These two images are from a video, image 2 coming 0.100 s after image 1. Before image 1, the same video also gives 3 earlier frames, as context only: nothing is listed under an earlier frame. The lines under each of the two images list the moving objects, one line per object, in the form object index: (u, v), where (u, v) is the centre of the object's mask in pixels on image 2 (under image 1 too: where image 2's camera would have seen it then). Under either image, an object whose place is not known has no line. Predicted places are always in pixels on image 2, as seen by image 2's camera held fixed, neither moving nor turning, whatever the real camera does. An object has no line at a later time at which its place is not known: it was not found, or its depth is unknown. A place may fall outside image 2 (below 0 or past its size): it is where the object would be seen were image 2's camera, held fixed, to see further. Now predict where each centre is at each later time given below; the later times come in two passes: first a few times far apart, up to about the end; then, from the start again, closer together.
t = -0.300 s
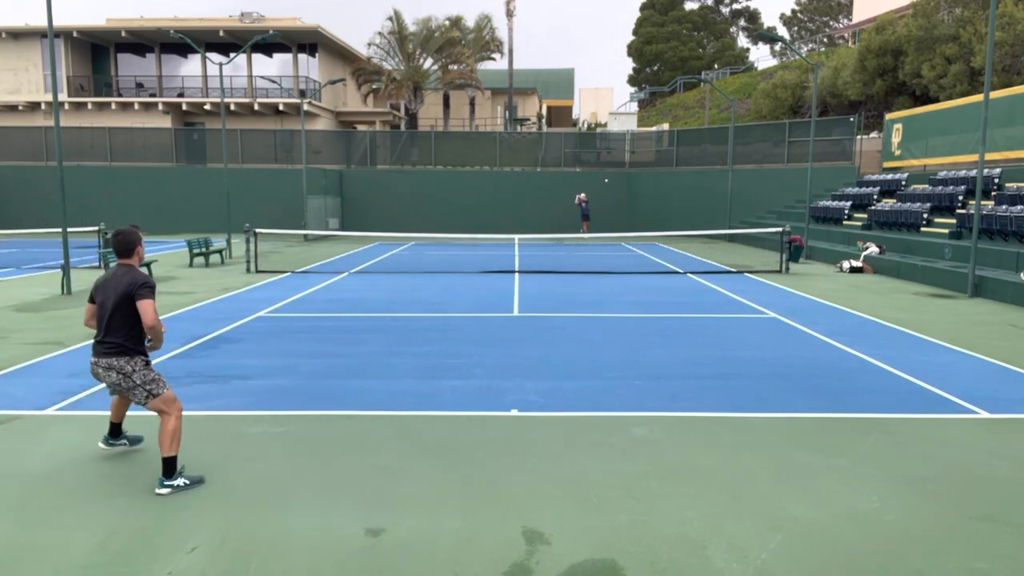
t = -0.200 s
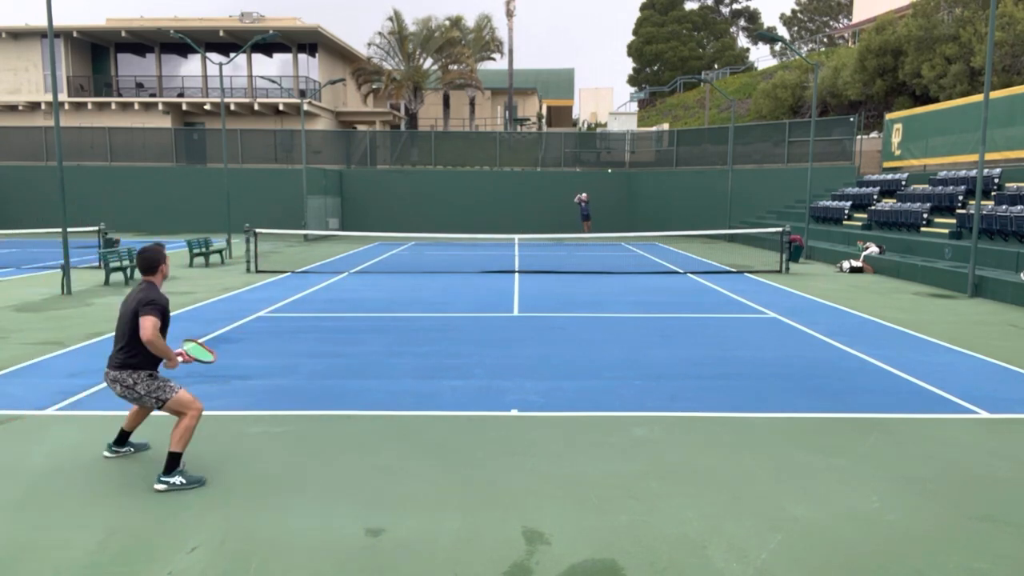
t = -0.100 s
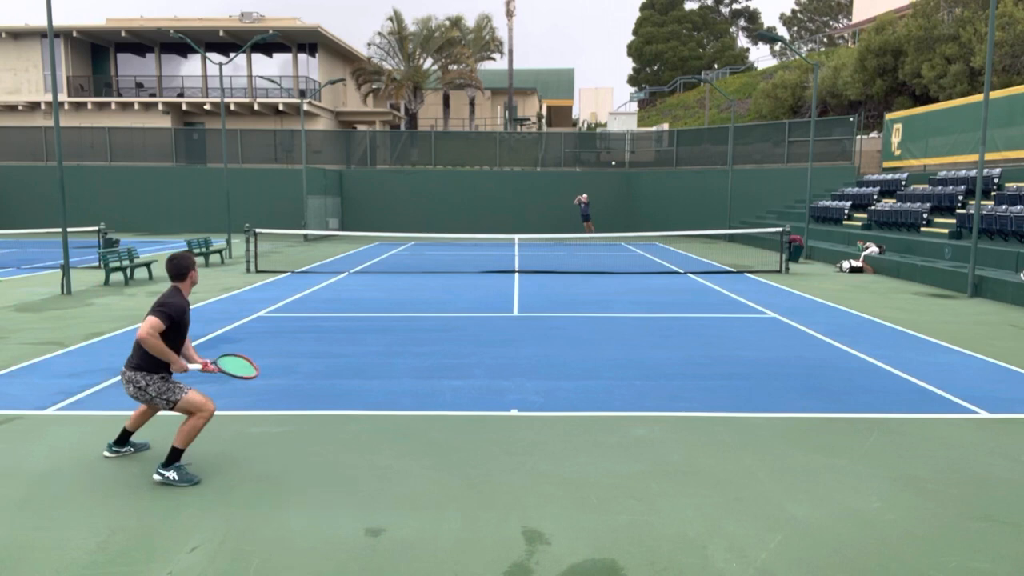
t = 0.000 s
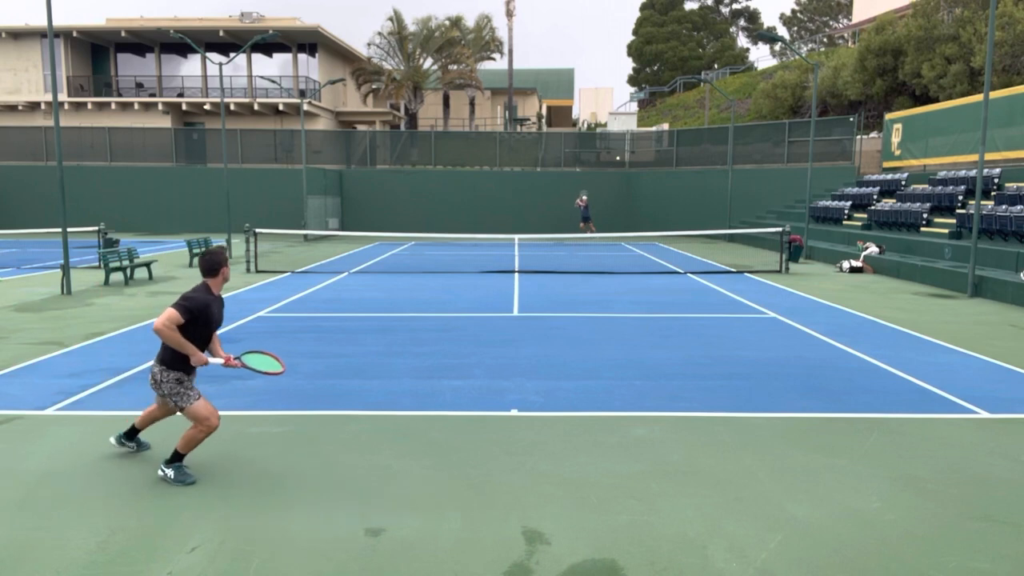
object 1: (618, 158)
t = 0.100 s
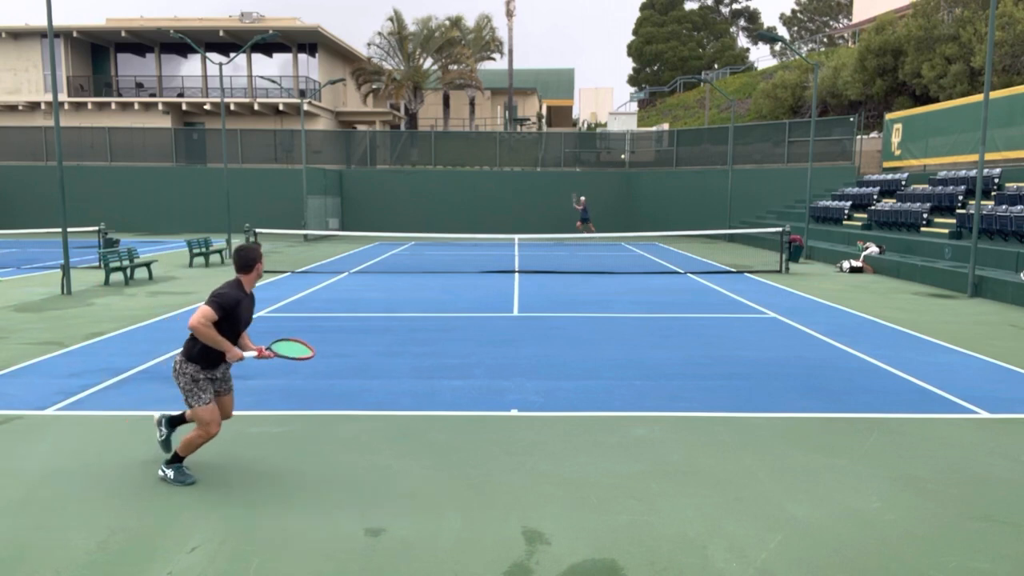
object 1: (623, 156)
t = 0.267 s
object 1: (632, 163)
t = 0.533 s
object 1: (654, 206)
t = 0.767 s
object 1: (680, 294)
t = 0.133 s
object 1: (624, 157)
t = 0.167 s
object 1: (626, 158)
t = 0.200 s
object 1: (628, 159)
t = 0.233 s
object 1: (630, 160)
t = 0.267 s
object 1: (632, 163)
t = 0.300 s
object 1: (634, 166)
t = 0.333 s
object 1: (637, 169)
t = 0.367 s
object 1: (639, 173)
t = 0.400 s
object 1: (642, 178)
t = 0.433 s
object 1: (645, 184)
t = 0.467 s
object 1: (648, 190)
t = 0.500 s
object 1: (651, 198)
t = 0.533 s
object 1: (654, 206)
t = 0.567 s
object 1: (657, 215)
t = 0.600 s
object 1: (660, 225)
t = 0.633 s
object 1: (664, 237)
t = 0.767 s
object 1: (680, 294)
